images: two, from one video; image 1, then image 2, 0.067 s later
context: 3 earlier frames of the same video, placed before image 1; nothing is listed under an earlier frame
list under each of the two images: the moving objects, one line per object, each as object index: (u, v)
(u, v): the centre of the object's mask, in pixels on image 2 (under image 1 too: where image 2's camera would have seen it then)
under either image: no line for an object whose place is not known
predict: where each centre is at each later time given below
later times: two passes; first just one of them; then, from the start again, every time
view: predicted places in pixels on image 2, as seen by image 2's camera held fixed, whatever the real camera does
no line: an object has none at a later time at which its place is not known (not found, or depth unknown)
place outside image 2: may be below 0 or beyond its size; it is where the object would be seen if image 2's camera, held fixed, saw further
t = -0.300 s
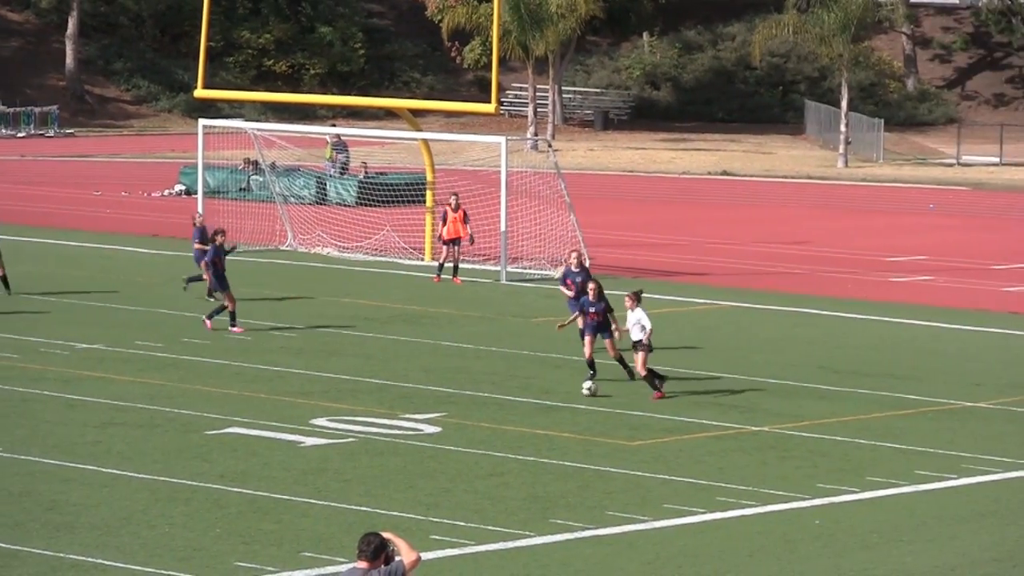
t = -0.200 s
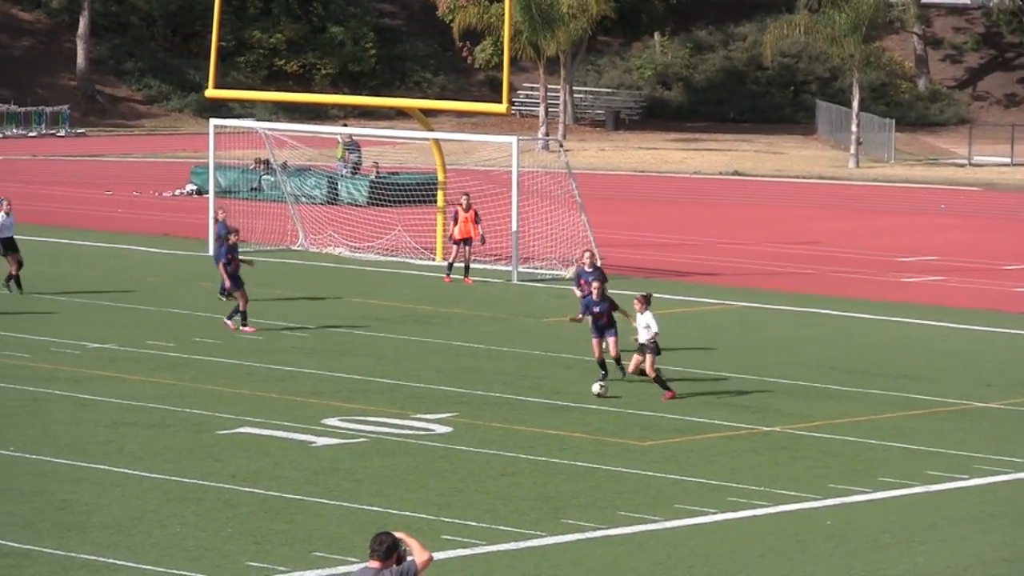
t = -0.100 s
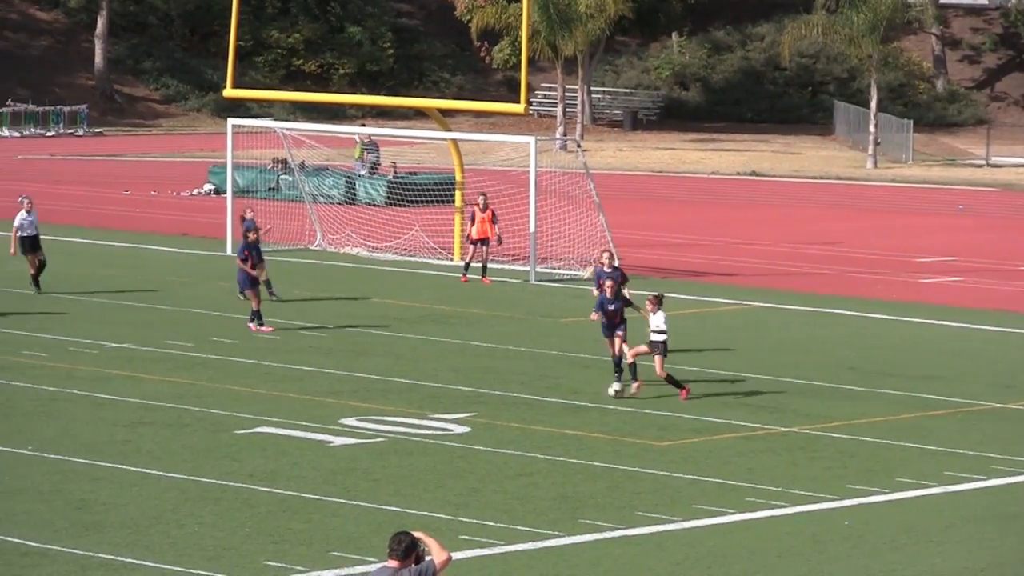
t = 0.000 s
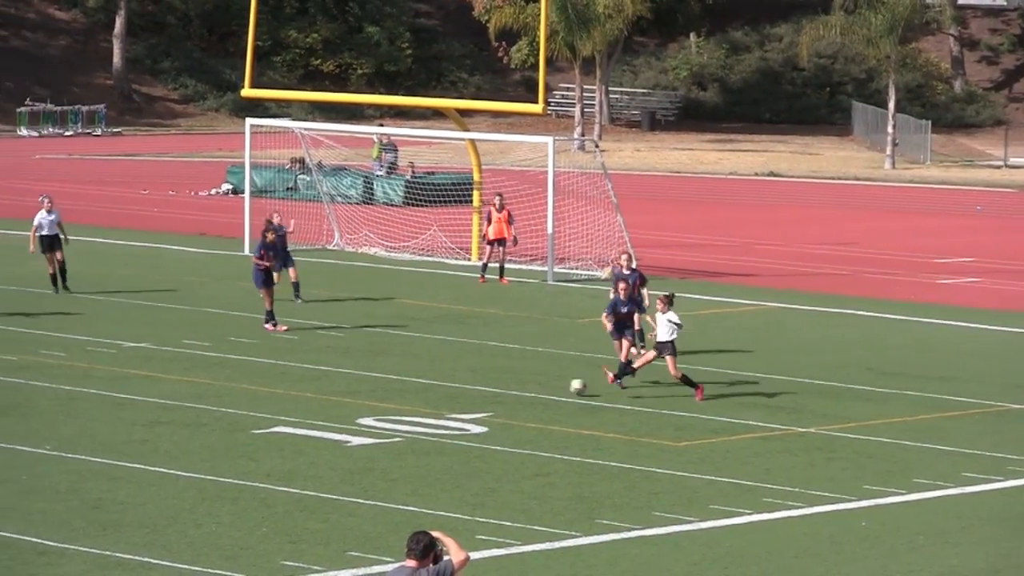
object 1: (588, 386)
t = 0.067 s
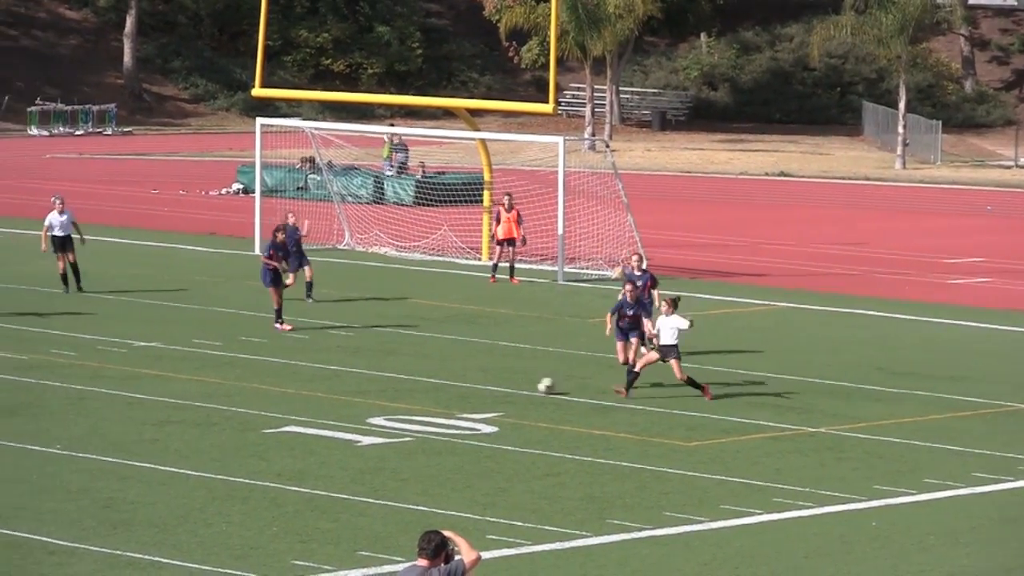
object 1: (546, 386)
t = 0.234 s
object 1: (456, 381)
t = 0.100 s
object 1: (526, 385)
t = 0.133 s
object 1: (508, 383)
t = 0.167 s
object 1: (490, 381)
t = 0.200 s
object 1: (474, 380)
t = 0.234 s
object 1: (456, 381)
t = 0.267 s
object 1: (440, 381)
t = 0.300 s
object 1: (424, 380)
